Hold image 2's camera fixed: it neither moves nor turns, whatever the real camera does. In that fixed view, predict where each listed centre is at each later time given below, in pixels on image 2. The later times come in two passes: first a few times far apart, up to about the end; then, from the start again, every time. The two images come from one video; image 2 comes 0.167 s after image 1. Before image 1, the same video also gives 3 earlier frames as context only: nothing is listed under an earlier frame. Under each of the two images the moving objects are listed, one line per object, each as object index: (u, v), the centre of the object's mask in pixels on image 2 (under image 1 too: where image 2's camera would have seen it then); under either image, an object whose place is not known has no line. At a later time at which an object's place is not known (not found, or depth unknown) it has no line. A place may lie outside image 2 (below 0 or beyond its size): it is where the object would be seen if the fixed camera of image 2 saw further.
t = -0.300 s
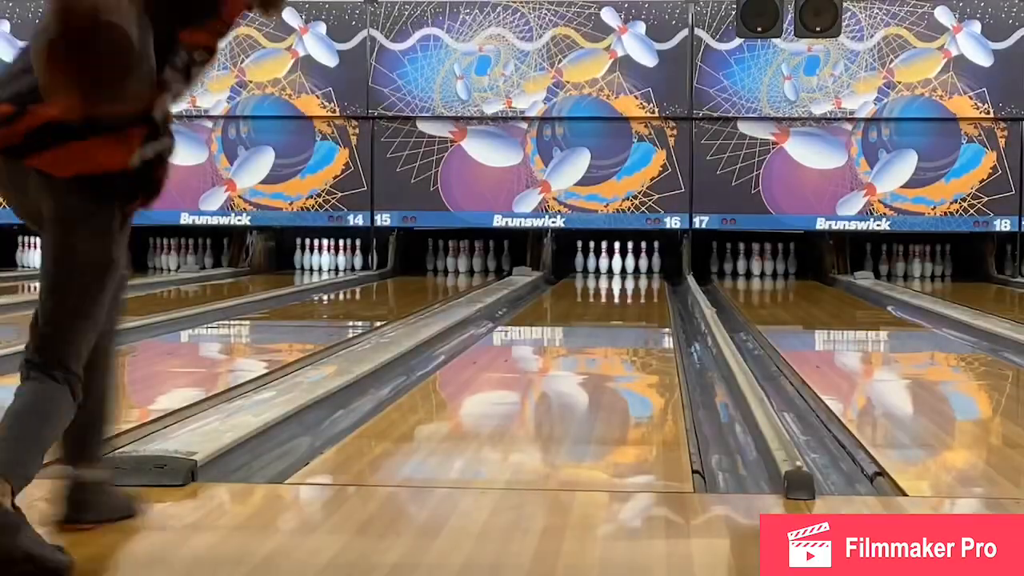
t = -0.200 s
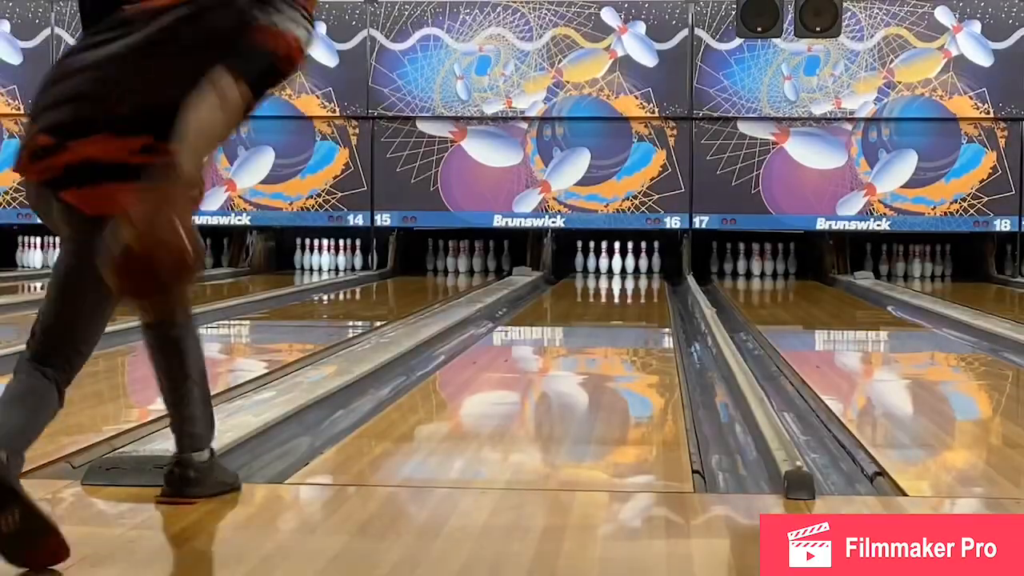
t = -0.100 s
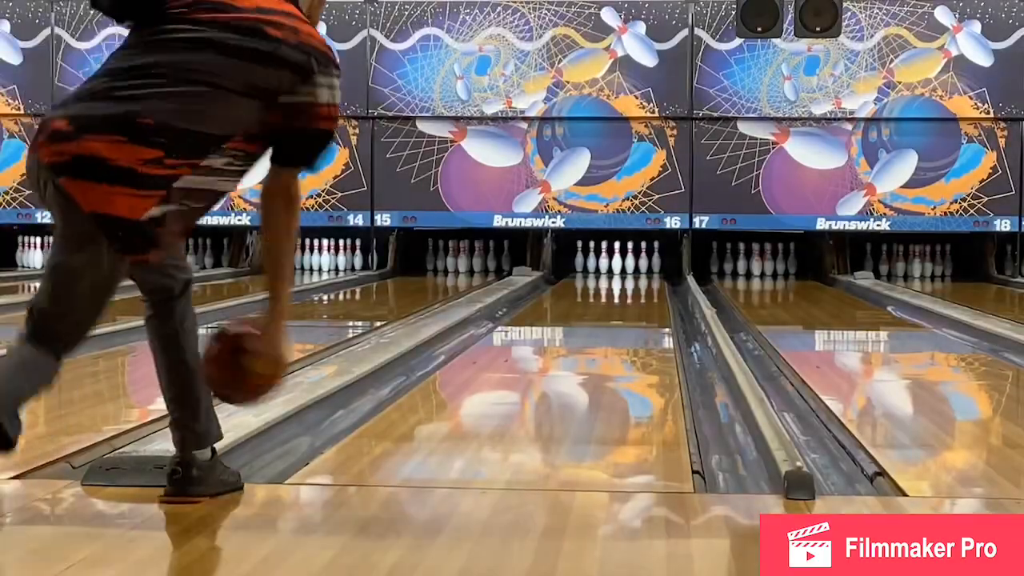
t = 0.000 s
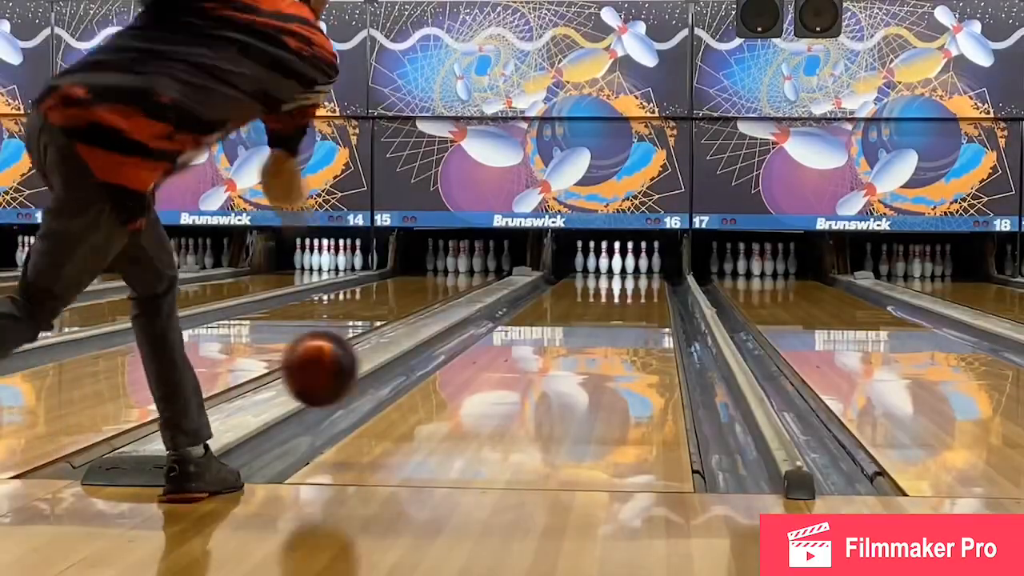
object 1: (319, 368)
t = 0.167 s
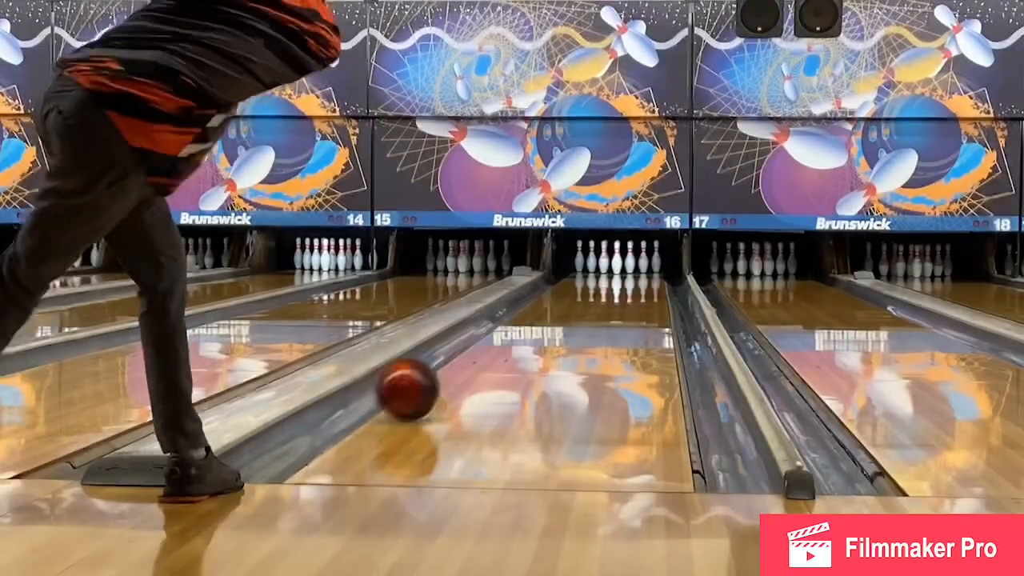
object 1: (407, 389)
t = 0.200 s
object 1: (421, 384)
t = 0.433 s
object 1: (494, 351)
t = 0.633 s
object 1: (536, 334)
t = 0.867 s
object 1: (571, 316)
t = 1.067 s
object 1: (594, 306)
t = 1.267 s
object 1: (612, 296)
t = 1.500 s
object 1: (627, 288)
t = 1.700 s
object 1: (636, 283)
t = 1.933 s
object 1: (642, 277)
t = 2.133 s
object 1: (642, 273)
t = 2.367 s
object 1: (637, 269)
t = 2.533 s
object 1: (628, 266)
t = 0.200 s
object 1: (421, 384)
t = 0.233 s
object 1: (433, 380)
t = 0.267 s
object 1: (445, 375)
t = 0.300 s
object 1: (457, 368)
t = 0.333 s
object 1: (467, 364)
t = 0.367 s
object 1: (476, 360)
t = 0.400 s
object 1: (486, 355)
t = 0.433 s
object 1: (494, 351)
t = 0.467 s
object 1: (502, 348)
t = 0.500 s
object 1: (510, 345)
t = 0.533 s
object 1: (517, 342)
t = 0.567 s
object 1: (523, 339)
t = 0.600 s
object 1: (530, 335)
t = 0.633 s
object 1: (536, 334)
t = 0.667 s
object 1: (542, 330)
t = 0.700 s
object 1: (548, 328)
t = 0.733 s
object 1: (553, 325)
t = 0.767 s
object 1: (558, 323)
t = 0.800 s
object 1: (563, 321)
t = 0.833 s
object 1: (567, 319)
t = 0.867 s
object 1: (571, 316)
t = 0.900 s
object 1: (576, 315)
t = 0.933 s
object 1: (581, 312)
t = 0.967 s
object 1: (585, 310)
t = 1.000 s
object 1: (588, 309)
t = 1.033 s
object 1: (590, 307)
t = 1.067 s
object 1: (594, 306)
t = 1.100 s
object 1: (598, 304)
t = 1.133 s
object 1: (601, 303)
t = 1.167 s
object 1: (604, 301)
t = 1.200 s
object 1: (607, 300)
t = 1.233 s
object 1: (609, 298)
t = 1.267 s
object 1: (612, 296)
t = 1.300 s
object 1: (614, 295)
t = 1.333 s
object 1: (617, 294)
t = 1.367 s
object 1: (619, 293)
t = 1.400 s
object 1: (622, 291)
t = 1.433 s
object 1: (624, 290)
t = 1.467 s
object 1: (624, 289)
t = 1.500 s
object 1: (627, 288)
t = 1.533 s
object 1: (629, 287)
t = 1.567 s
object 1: (631, 287)
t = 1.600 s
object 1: (632, 285)
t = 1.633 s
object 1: (633, 284)
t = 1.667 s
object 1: (635, 284)
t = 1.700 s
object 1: (636, 283)
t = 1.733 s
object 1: (636, 282)
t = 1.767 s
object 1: (638, 281)
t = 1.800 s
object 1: (639, 280)
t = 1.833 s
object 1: (640, 279)
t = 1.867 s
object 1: (640, 279)
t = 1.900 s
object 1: (641, 278)
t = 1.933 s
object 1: (642, 277)
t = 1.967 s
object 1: (642, 276)
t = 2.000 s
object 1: (642, 276)
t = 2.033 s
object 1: (642, 275)
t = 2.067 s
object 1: (643, 275)
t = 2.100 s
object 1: (643, 274)
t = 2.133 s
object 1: (642, 273)
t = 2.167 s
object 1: (642, 273)
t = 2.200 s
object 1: (642, 272)
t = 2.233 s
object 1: (642, 271)
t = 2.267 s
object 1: (641, 271)
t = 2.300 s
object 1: (639, 270)
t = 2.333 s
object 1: (638, 270)
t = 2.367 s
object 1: (637, 269)
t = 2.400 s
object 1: (635, 268)
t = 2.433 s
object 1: (633, 268)
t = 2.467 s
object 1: (633, 268)
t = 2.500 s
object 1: (631, 268)
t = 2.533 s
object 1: (628, 266)
